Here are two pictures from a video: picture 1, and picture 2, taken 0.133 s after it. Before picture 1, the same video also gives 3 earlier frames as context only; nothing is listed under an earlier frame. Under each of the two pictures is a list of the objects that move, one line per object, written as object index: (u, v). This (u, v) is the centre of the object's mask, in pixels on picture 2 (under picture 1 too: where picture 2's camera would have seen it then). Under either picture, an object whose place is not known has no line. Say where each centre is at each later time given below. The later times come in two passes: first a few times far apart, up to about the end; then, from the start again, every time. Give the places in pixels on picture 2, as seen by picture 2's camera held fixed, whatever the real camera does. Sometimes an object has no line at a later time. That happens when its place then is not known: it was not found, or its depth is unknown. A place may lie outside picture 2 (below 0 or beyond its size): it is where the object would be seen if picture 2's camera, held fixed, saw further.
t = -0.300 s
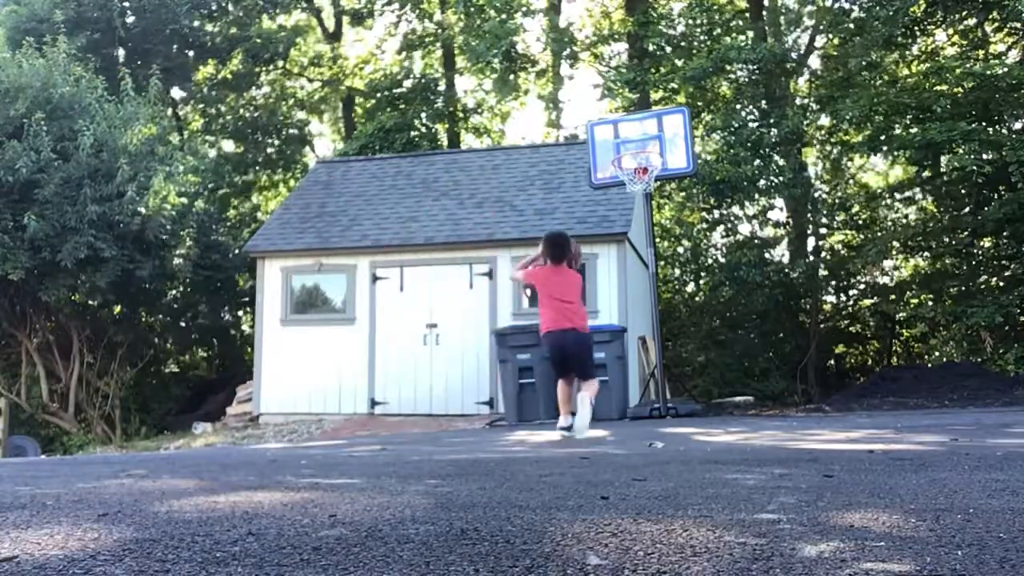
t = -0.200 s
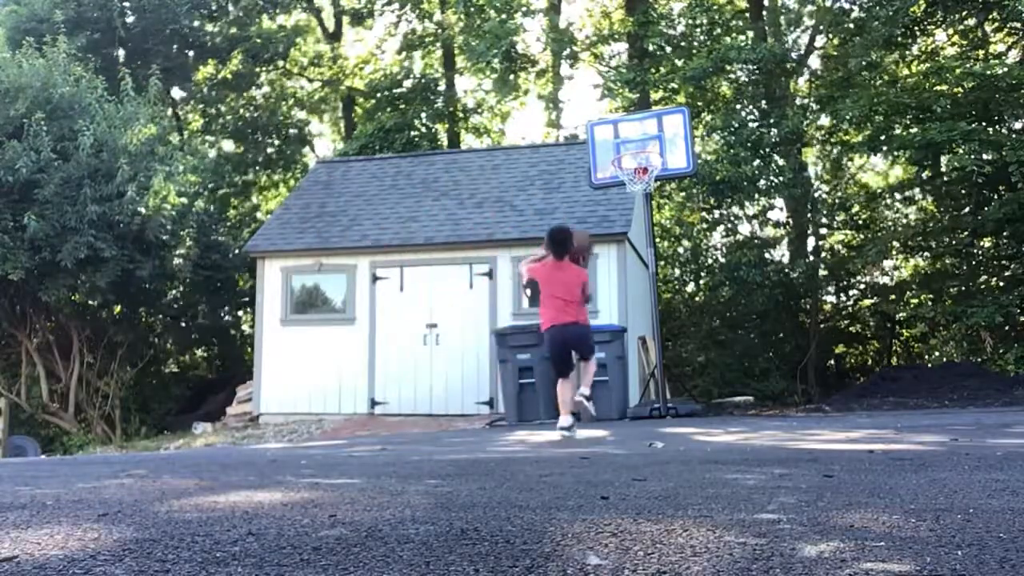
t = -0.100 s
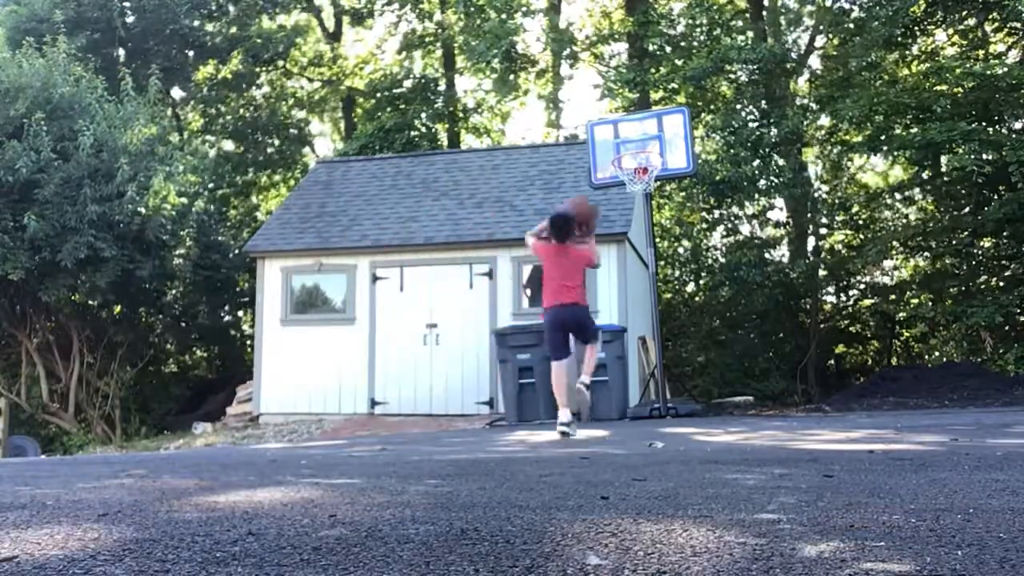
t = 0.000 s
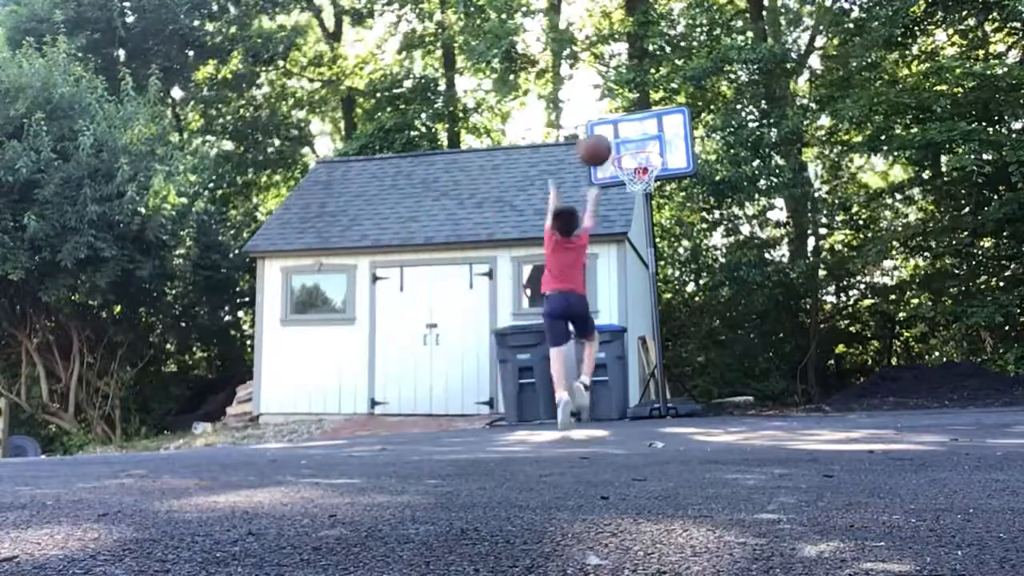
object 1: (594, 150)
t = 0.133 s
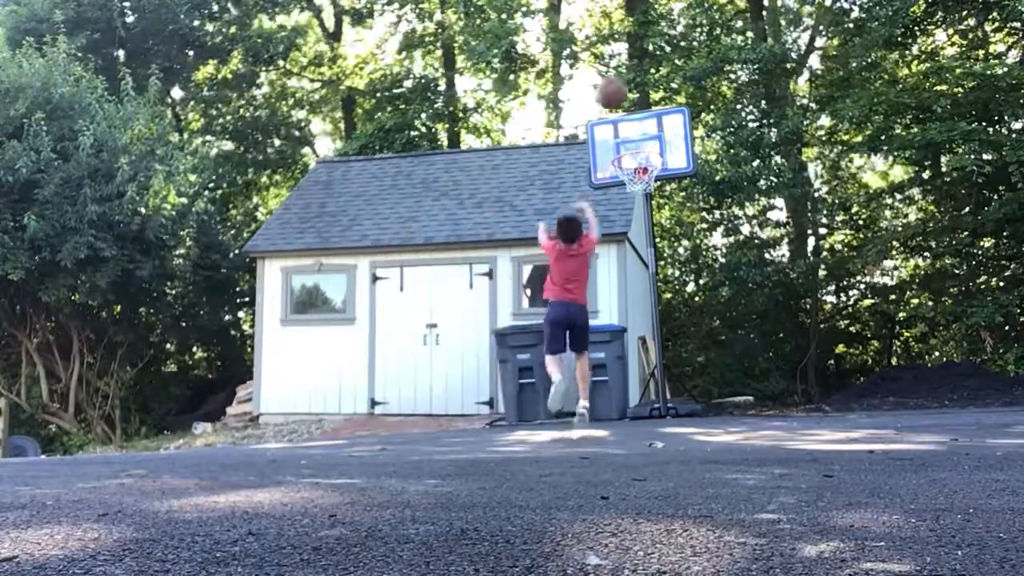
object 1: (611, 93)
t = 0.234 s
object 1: (621, 71)
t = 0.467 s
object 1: (642, 70)
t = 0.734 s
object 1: (664, 134)
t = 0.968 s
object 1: (693, 168)
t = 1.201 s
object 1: (722, 213)
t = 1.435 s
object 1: (756, 321)
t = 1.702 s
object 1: (794, 320)
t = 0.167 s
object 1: (615, 84)
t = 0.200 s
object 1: (618, 78)
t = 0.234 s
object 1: (621, 71)
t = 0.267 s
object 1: (625, 68)
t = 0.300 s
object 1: (628, 66)
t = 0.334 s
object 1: (629, 65)
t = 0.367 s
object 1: (633, 64)
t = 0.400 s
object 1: (636, 63)
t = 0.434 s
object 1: (639, 67)
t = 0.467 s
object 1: (642, 70)
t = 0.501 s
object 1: (645, 75)
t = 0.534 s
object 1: (648, 80)
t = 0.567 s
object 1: (652, 89)
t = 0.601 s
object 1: (653, 94)
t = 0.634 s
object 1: (656, 103)
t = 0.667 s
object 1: (658, 113)
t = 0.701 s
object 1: (661, 124)
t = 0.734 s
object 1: (664, 134)
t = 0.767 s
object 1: (665, 145)
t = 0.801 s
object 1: (670, 157)
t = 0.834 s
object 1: (673, 159)
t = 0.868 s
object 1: (677, 161)
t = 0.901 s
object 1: (685, 164)
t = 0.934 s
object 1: (688, 165)
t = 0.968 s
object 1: (693, 168)
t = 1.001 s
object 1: (697, 170)
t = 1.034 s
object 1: (701, 172)
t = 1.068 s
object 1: (704, 177)
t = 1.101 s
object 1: (708, 185)
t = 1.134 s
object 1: (714, 193)
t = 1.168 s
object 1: (717, 203)
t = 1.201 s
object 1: (722, 213)
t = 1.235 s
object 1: (727, 226)
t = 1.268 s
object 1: (731, 235)
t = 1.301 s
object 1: (736, 249)
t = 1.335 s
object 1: (742, 269)
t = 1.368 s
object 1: (745, 283)
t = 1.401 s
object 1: (751, 302)
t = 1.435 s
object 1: (756, 321)
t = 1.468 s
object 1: (761, 342)
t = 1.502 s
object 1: (766, 364)
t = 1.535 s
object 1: (771, 387)
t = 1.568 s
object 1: (778, 402)
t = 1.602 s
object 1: (781, 378)
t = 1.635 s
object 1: (786, 359)
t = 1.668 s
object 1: (790, 338)
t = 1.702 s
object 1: (794, 320)
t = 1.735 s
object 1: (799, 303)
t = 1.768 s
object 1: (804, 287)
